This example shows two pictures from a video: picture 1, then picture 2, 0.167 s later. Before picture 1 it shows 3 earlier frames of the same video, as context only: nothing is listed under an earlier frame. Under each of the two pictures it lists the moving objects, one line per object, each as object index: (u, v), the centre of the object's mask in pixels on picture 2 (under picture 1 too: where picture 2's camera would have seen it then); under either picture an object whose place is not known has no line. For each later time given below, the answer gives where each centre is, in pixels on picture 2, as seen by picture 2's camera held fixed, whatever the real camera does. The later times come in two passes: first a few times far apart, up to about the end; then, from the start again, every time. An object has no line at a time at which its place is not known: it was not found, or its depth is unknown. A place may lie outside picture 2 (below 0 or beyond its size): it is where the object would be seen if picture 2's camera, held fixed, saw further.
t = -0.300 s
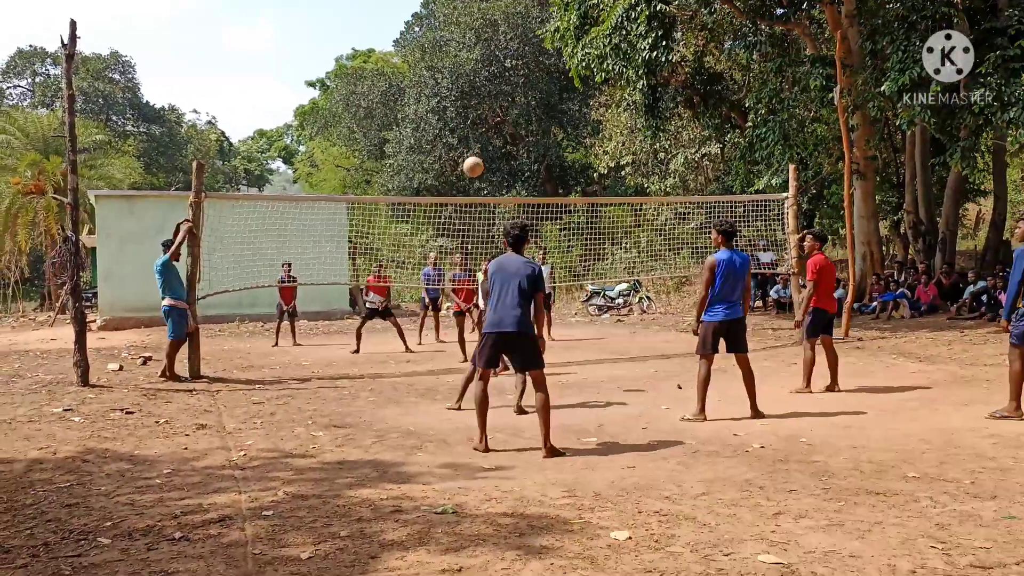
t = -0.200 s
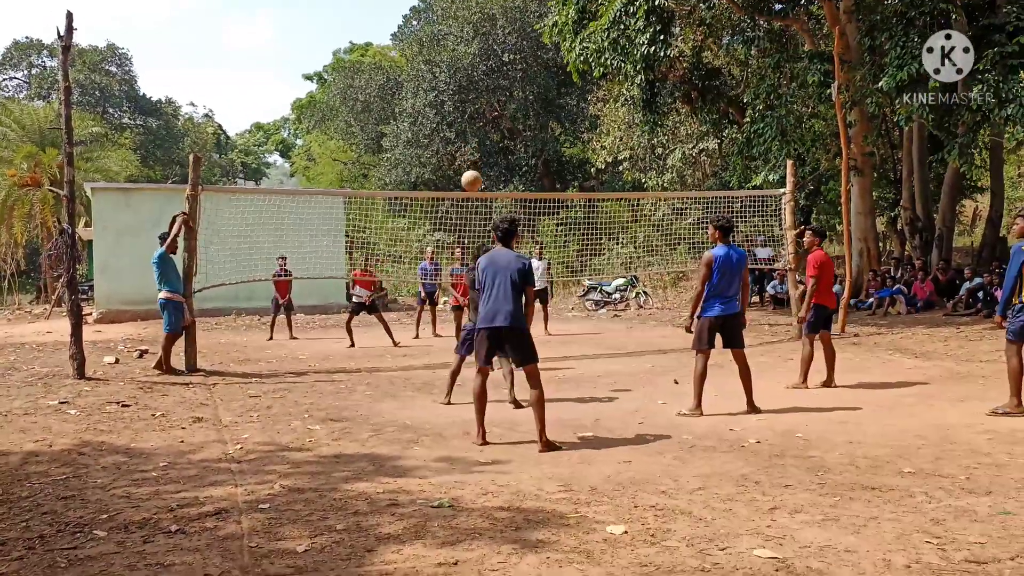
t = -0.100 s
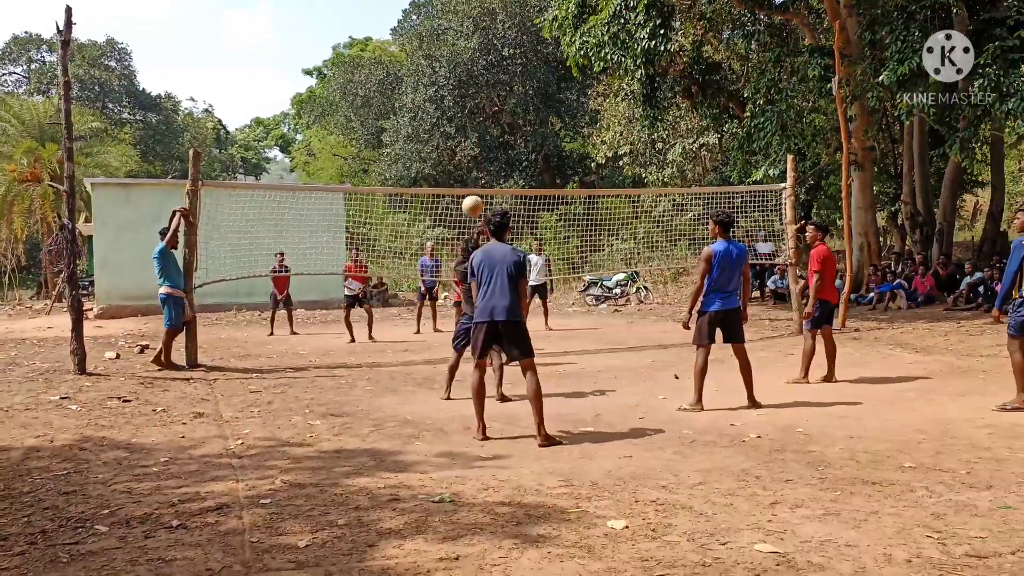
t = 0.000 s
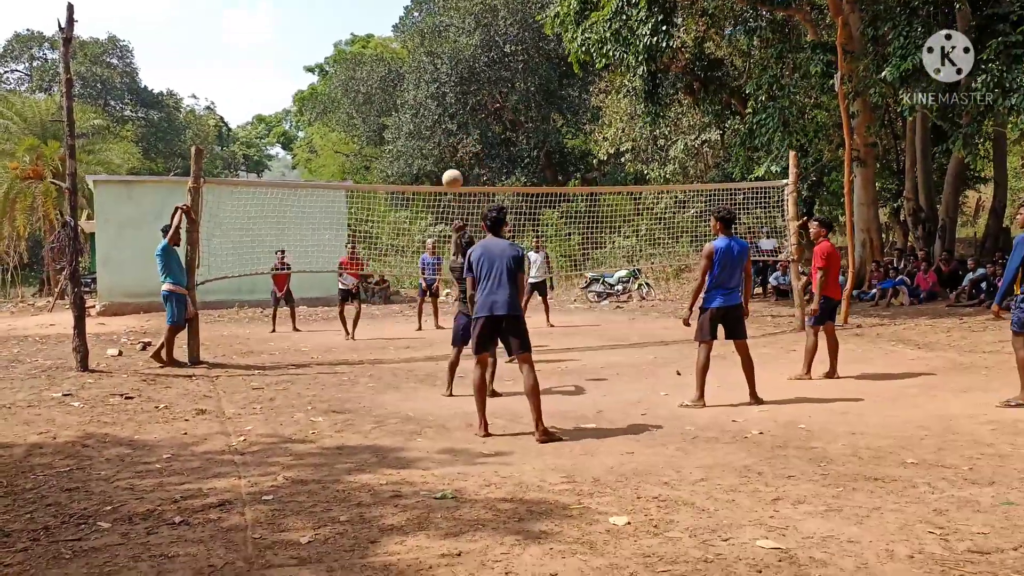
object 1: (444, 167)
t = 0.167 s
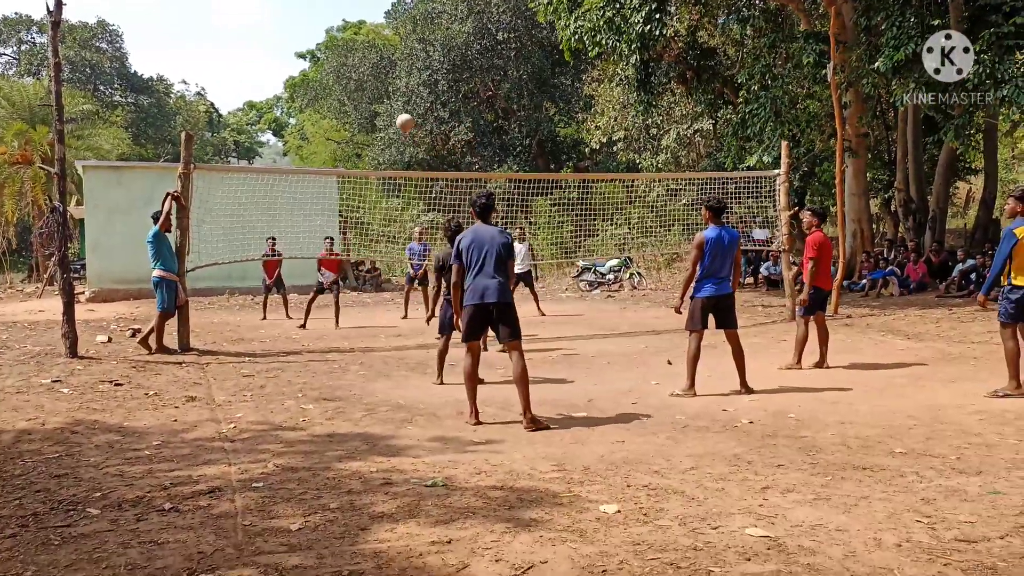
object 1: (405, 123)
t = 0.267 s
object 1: (386, 112)
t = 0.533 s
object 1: (344, 120)
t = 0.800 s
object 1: (313, 166)
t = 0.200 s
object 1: (399, 118)
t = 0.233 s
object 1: (392, 114)
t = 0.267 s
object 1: (386, 112)
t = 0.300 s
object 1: (380, 110)
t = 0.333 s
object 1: (374, 109)
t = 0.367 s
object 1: (368, 109)
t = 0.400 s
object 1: (363, 110)
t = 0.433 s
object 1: (358, 111)
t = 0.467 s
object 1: (353, 113)
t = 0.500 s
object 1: (349, 117)
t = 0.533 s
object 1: (344, 120)
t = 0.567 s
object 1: (340, 124)
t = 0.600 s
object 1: (337, 129)
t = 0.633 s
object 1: (332, 135)
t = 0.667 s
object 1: (328, 141)
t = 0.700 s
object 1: (325, 147)
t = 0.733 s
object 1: (321, 154)
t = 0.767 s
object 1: (318, 161)
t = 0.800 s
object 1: (313, 166)
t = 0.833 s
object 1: (311, 178)
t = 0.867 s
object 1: (308, 185)
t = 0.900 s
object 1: (305, 194)
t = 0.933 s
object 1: (302, 203)
